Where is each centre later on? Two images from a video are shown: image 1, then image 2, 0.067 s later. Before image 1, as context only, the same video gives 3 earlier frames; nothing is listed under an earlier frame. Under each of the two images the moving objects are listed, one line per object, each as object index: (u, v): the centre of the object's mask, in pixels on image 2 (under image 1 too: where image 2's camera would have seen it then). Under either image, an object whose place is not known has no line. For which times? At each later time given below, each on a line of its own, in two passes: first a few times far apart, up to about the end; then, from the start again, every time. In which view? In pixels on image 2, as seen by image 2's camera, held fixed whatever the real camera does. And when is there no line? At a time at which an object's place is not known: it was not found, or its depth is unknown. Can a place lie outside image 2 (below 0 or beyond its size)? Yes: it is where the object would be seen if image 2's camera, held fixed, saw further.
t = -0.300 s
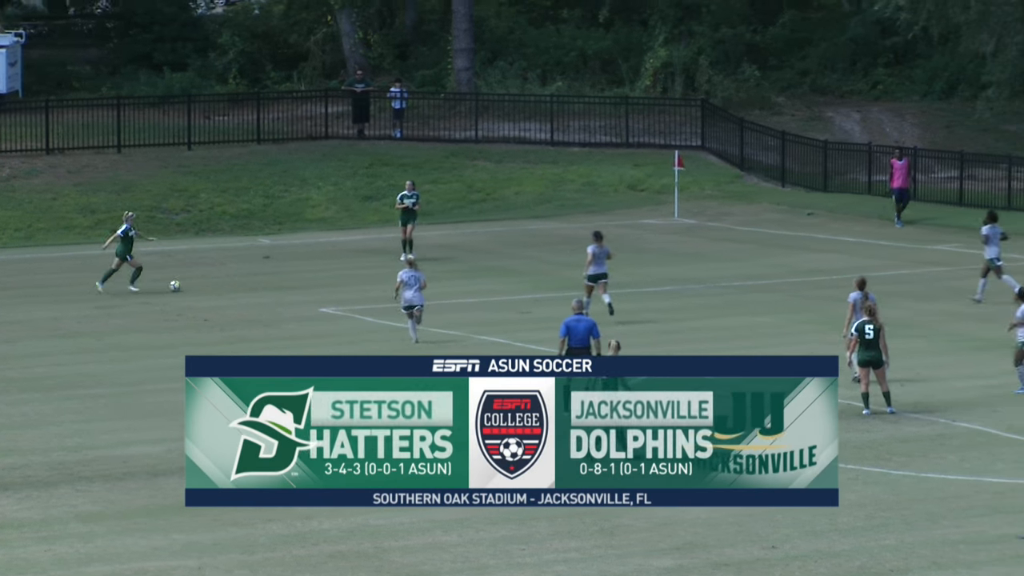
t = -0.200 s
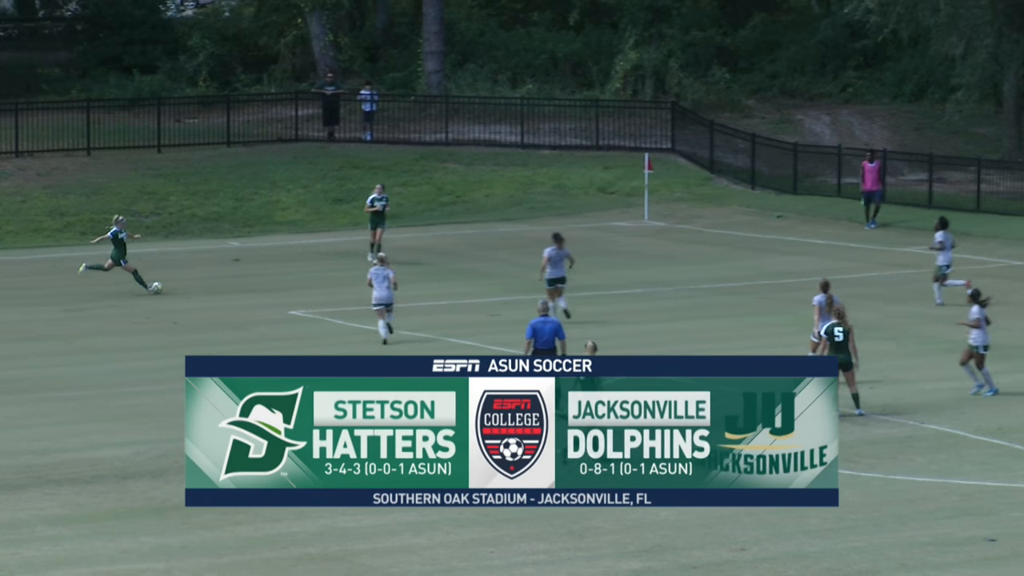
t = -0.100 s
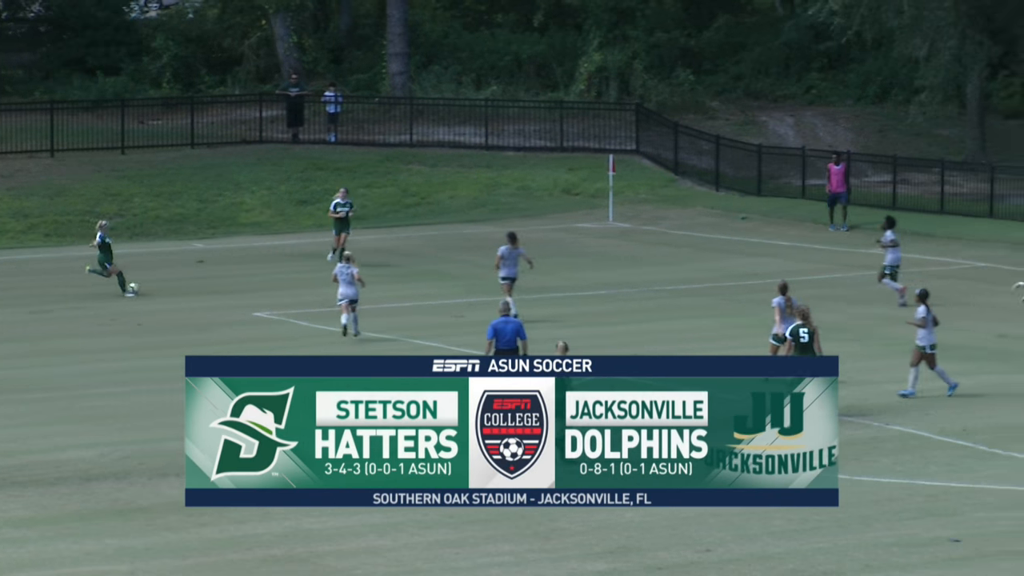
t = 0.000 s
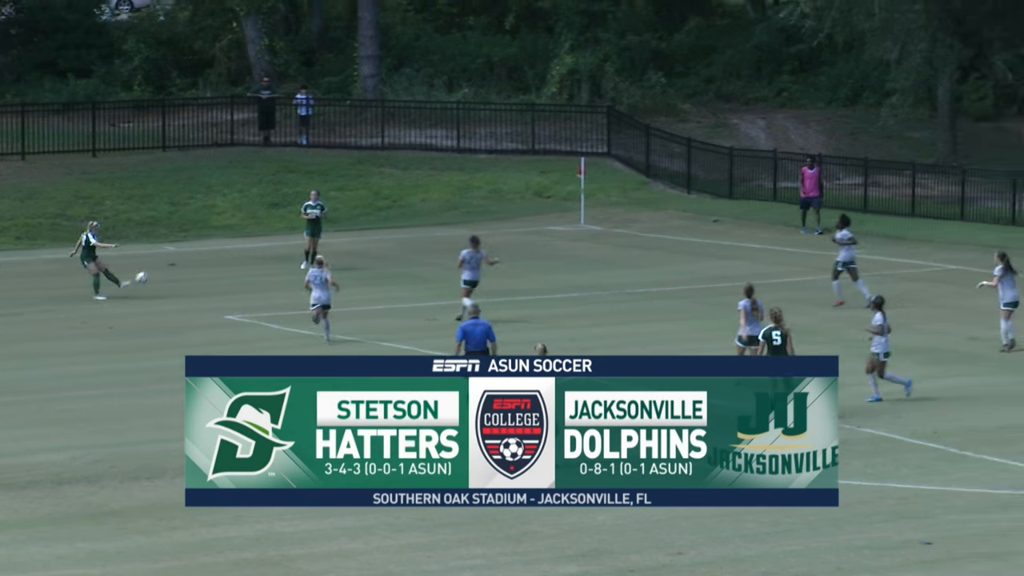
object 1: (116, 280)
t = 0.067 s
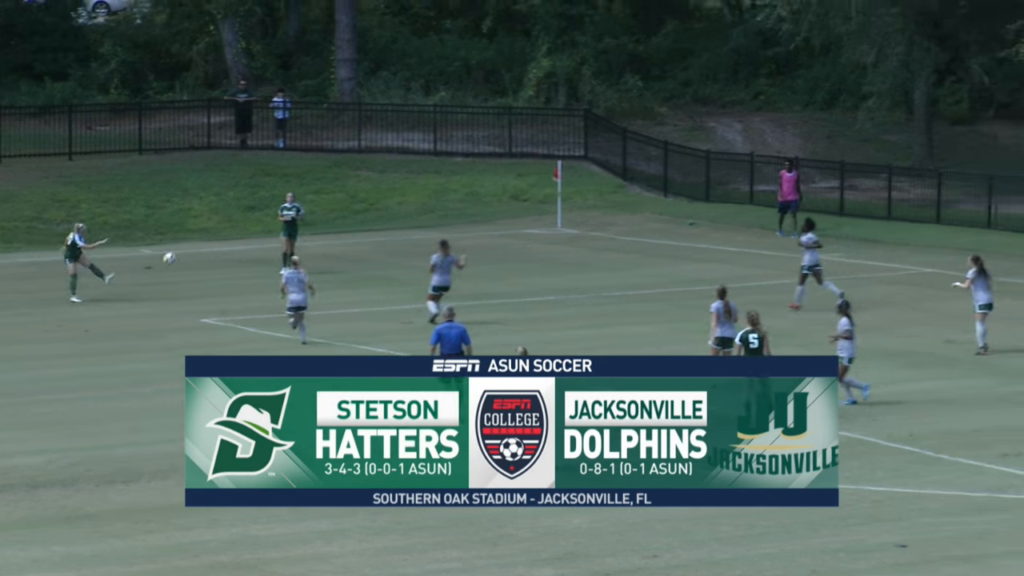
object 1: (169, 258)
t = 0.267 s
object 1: (318, 195)
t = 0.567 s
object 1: (521, 127)
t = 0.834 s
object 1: (697, 93)
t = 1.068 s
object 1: (846, 82)
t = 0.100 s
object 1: (195, 247)
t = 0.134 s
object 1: (220, 236)
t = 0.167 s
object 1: (245, 225)
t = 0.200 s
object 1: (270, 215)
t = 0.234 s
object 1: (294, 205)
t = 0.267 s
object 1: (318, 195)
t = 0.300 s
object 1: (341, 186)
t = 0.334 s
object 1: (364, 177)
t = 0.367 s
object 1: (387, 169)
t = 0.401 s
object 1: (409, 161)
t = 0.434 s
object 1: (432, 153)
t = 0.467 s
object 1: (455, 146)
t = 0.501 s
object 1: (477, 139)
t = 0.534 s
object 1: (499, 133)
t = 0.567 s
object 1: (521, 127)
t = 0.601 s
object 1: (543, 121)
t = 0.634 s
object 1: (565, 117)
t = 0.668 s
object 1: (587, 112)
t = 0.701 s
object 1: (609, 108)
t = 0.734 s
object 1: (631, 104)
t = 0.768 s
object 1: (652, 100)
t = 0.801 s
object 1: (674, 96)
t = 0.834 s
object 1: (697, 93)
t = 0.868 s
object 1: (718, 90)
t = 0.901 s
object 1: (739, 88)
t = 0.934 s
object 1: (761, 86)
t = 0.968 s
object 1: (782, 84)
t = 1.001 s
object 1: (803, 83)
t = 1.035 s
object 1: (825, 82)
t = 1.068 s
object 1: (846, 82)
